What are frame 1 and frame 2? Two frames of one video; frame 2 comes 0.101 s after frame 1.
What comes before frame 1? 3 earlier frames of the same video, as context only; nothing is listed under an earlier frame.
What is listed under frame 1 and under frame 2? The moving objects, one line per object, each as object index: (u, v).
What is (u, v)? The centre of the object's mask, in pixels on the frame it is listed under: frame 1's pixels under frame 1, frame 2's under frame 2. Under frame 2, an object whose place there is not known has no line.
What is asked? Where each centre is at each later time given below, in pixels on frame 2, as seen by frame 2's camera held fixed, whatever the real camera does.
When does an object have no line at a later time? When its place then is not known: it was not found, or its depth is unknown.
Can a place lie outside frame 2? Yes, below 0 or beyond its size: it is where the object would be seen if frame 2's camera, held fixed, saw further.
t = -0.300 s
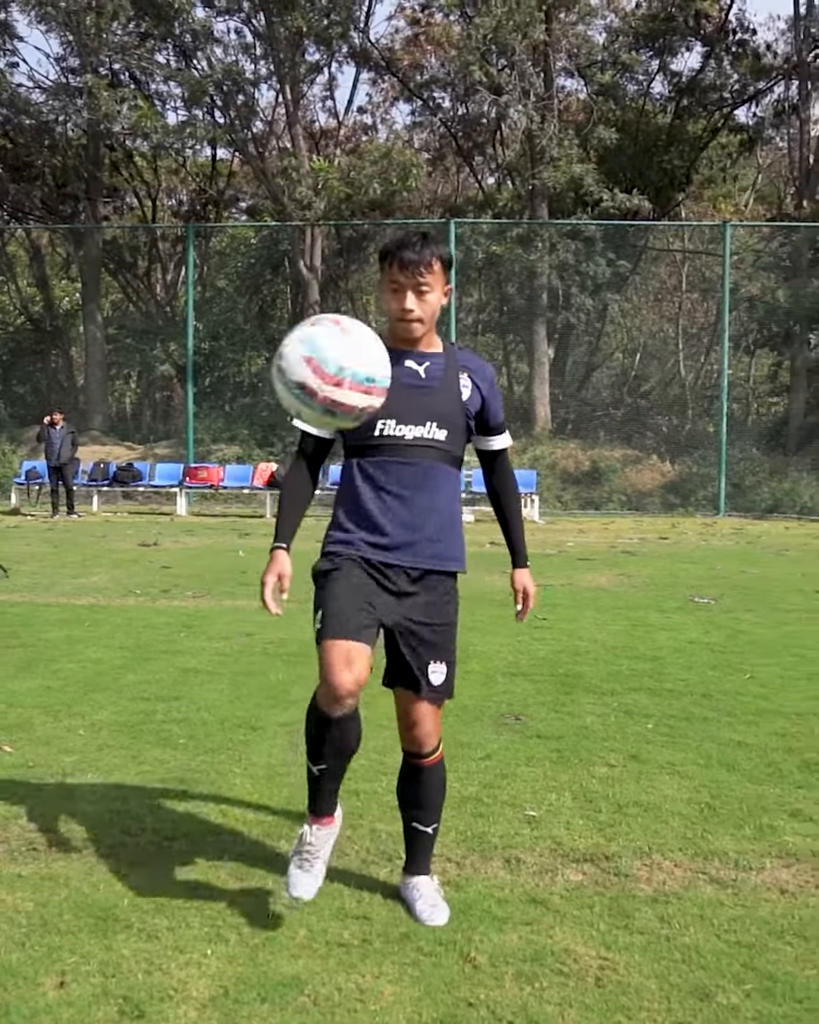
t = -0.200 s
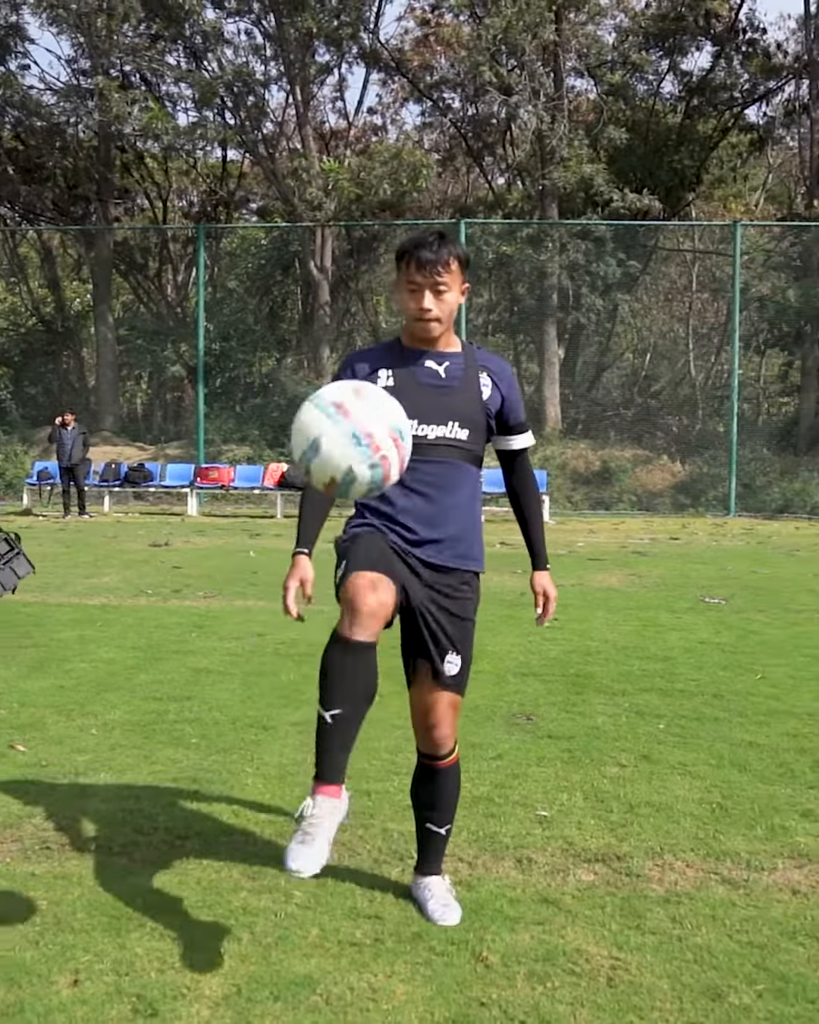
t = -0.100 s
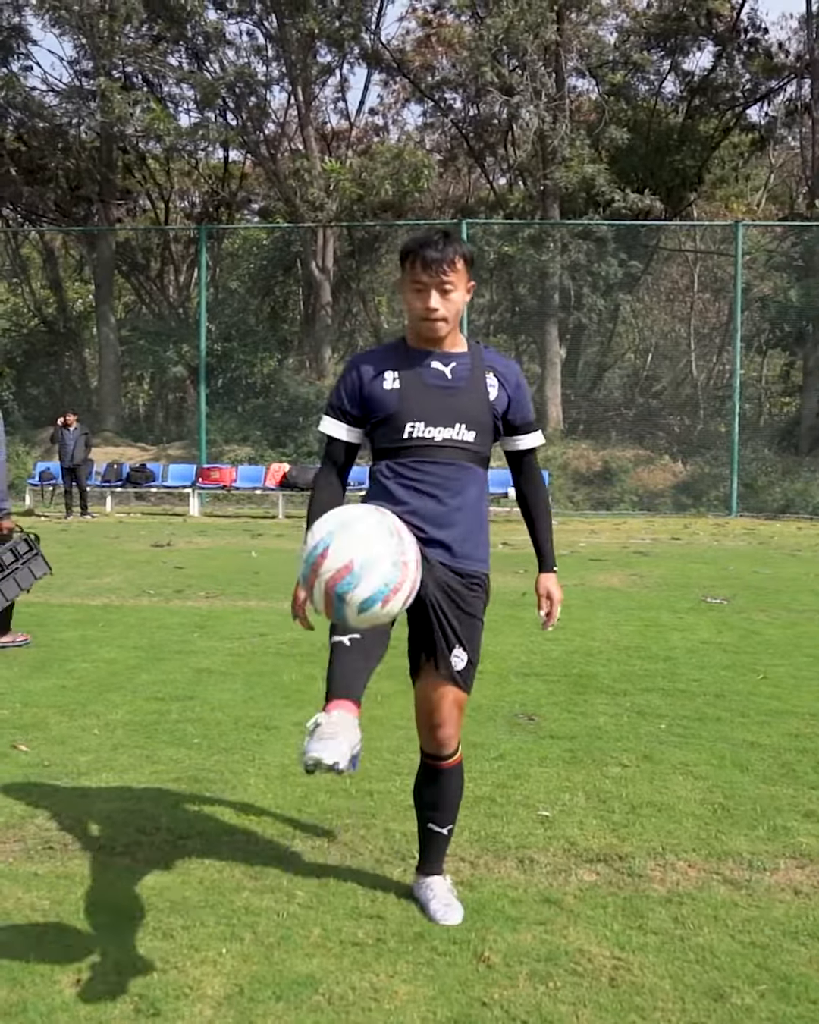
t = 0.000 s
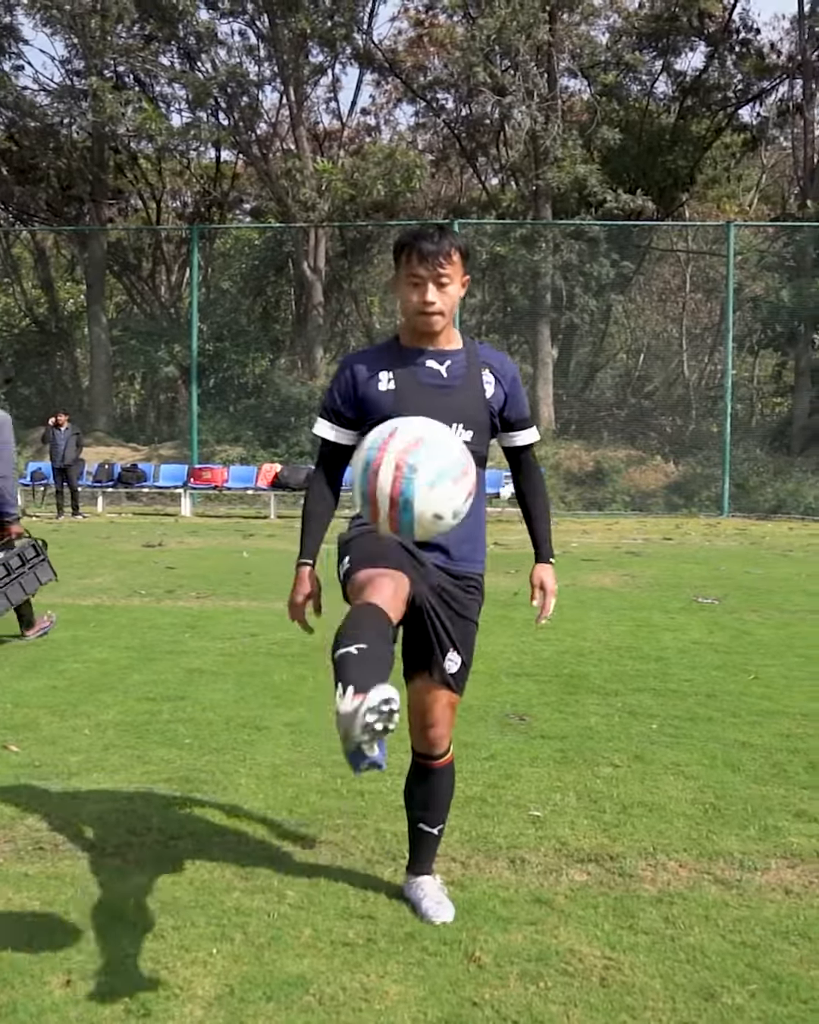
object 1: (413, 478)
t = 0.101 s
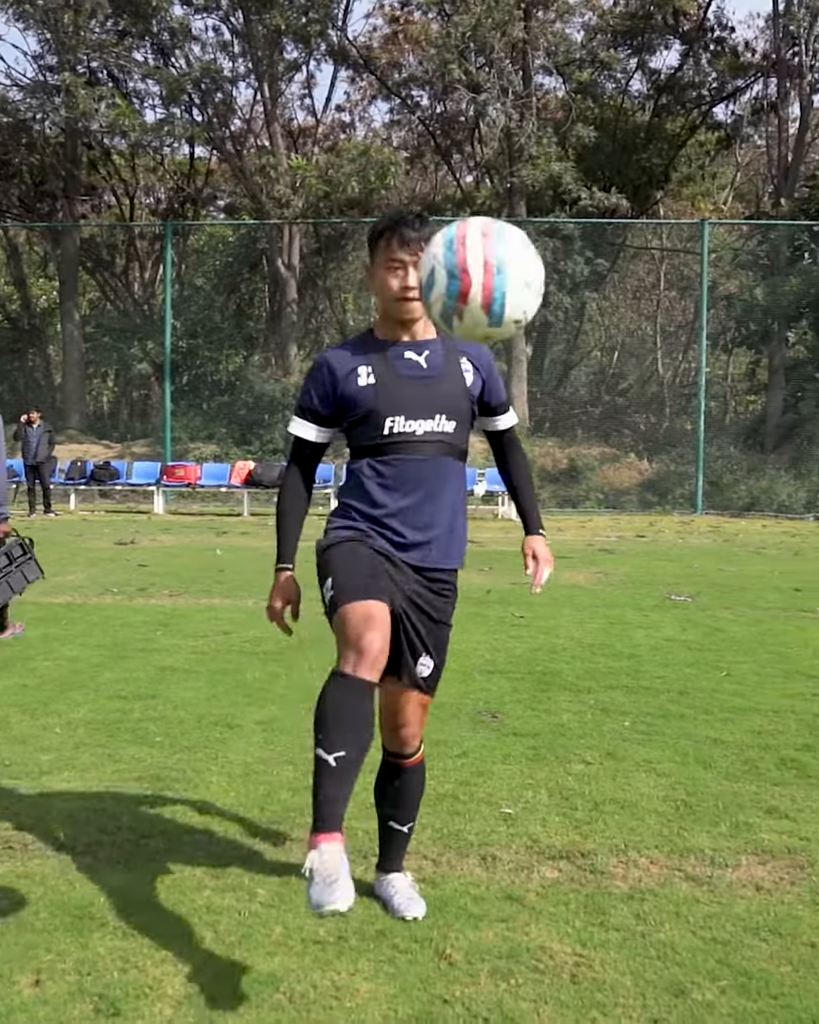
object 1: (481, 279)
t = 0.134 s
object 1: (514, 225)
